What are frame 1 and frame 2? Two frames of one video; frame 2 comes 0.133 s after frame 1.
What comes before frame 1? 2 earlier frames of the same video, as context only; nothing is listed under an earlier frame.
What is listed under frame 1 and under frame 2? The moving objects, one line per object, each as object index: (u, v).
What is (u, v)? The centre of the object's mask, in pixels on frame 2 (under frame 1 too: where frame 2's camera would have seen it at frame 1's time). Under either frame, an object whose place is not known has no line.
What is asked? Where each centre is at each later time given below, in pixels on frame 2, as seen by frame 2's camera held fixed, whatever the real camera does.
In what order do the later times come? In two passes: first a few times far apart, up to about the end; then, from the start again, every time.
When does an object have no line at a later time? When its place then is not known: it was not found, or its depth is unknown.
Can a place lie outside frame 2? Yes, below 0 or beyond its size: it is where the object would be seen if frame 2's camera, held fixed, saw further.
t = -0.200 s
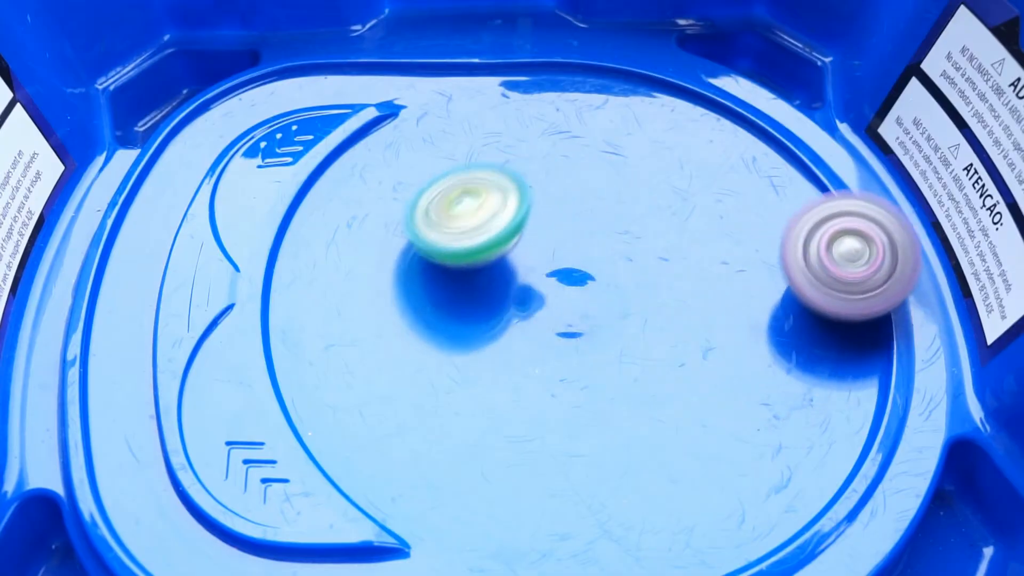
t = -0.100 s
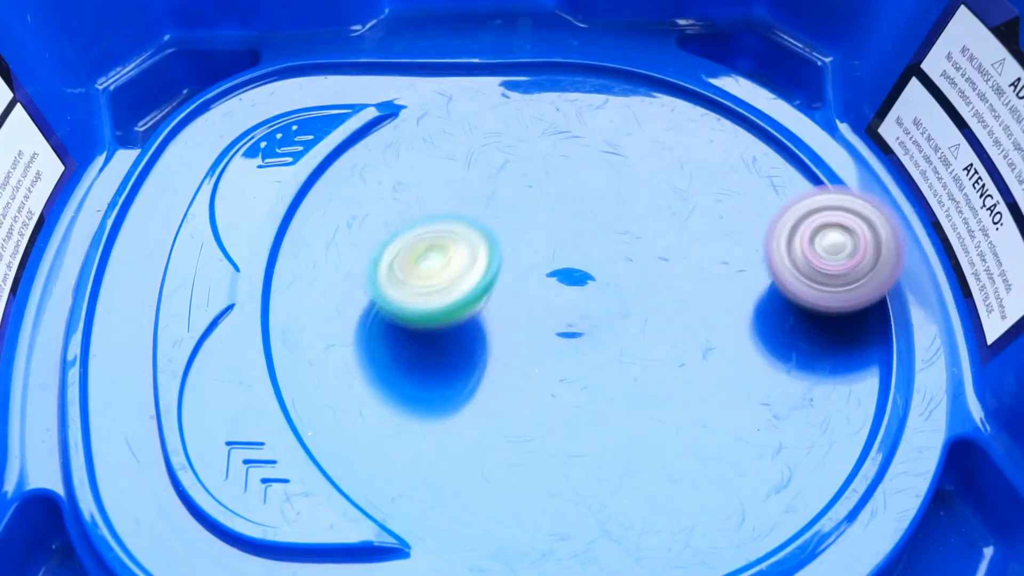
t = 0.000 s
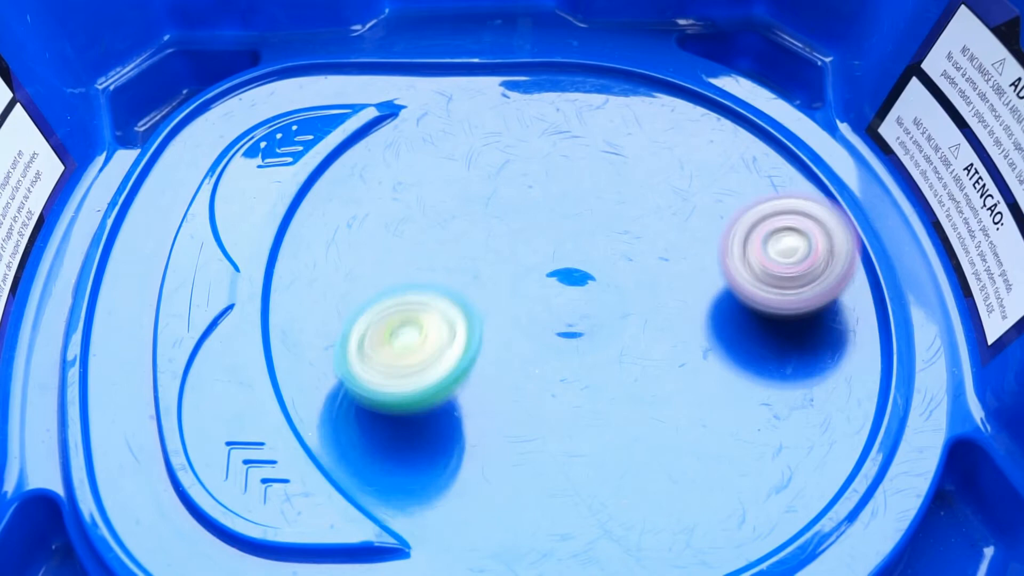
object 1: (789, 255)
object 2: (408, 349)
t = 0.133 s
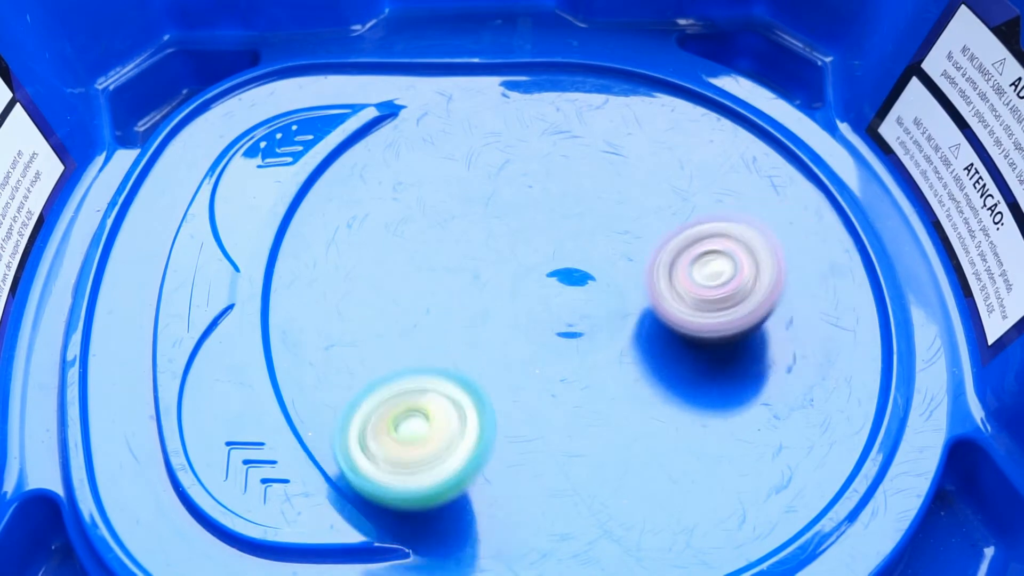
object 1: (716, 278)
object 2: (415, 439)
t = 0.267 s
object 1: (658, 320)
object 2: (452, 447)
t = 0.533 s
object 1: (665, 430)
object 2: (483, 345)
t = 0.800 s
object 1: (636, 483)
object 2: (476, 270)
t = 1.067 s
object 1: (562, 442)
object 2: (488, 232)
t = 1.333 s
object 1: (473, 373)
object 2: (544, 207)
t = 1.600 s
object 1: (419, 290)
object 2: (605, 198)
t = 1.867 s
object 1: (419, 217)
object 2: (648, 225)
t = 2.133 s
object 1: (470, 171)
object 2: (668, 269)
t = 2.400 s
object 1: (554, 155)
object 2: (655, 314)
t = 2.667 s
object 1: (639, 155)
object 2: (604, 336)
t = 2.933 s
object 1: (703, 185)
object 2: (543, 323)
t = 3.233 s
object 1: (735, 254)
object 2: (505, 277)
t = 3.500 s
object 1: (720, 332)
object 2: (525, 235)
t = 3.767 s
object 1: (659, 391)
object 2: (569, 217)
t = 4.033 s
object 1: (570, 401)
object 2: (614, 230)
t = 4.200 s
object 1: (514, 383)
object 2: (630, 246)
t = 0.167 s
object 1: (699, 287)
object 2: (423, 448)
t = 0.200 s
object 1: (682, 296)
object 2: (432, 451)
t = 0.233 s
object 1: (669, 308)
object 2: (441, 451)
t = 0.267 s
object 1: (658, 320)
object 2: (452, 447)
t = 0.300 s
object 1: (649, 333)
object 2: (465, 440)
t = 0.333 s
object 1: (644, 349)
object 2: (475, 431)
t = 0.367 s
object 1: (640, 364)
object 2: (488, 420)
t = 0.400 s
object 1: (643, 377)
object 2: (494, 405)
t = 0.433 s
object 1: (655, 391)
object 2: (487, 390)
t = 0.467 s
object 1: (662, 404)
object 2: (485, 374)
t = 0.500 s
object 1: (665, 417)
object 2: (484, 359)
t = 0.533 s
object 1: (665, 430)
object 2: (483, 345)
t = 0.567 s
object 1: (664, 442)
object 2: (483, 333)
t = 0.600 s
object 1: (662, 453)
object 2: (484, 321)
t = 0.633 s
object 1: (660, 461)
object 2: (483, 310)
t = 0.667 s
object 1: (656, 468)
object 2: (483, 301)
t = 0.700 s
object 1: (652, 474)
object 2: (480, 292)
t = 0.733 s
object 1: (647, 478)
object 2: (479, 284)
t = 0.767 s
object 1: (642, 482)
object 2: (477, 277)
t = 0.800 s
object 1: (636, 483)
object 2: (476, 270)
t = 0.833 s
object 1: (629, 483)
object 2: (474, 264)
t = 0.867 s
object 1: (621, 480)
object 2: (473, 258)
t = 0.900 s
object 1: (613, 476)
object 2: (472, 252)
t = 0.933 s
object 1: (604, 470)
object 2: (474, 248)
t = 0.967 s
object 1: (594, 462)
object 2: (476, 242)
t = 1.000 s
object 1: (584, 456)
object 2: (479, 239)
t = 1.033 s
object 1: (573, 448)
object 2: (483, 235)
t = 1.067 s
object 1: (562, 442)
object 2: (488, 232)
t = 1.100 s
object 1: (551, 435)
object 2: (494, 229)
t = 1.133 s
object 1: (539, 427)
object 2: (501, 227)
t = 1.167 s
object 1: (528, 419)
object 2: (508, 224)
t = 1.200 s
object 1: (516, 410)
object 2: (515, 221)
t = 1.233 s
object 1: (505, 401)
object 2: (523, 218)
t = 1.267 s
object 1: (494, 392)
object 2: (529, 214)
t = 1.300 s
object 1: (484, 383)
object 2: (537, 211)
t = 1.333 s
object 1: (473, 373)
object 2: (544, 207)
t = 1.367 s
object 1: (462, 362)
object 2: (553, 204)
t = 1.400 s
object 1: (453, 352)
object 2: (560, 201)
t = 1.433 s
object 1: (446, 342)
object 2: (569, 199)
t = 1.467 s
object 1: (438, 331)
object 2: (576, 197)
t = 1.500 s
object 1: (432, 319)
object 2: (584, 196)
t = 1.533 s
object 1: (426, 309)
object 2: (591, 196)
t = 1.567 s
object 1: (423, 300)
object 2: (598, 197)
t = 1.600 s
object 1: (419, 290)
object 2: (605, 198)
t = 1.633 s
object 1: (417, 279)
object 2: (611, 200)
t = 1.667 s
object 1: (414, 269)
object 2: (617, 202)
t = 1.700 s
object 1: (414, 260)
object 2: (623, 205)
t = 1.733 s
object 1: (413, 251)
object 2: (628, 208)
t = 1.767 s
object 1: (413, 241)
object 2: (634, 212)
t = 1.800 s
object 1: (414, 233)
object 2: (638, 216)
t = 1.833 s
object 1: (417, 225)
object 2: (644, 220)
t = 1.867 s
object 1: (419, 217)
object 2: (648, 225)
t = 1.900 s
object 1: (423, 210)
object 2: (652, 229)
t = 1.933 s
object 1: (426, 203)
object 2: (656, 235)
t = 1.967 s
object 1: (433, 197)
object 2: (659, 240)
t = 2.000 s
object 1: (438, 190)
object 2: (661, 245)
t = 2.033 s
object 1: (445, 185)
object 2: (663, 251)
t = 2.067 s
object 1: (453, 181)
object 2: (665, 257)
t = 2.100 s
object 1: (462, 176)
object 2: (666, 263)
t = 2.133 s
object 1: (470, 171)
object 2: (668, 269)
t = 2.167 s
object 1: (477, 168)
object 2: (668, 274)
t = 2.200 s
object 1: (488, 165)
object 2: (669, 280)
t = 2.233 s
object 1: (498, 162)
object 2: (668, 287)
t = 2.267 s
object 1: (509, 160)
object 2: (667, 292)
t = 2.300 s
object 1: (521, 159)
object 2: (666, 298)
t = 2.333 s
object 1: (532, 157)
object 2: (662, 304)
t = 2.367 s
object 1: (543, 155)
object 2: (659, 309)
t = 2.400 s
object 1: (554, 155)
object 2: (655, 314)
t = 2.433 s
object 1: (566, 153)
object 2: (650, 319)
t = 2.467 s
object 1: (576, 153)
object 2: (645, 323)
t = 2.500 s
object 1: (587, 153)
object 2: (639, 326)
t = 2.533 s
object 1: (598, 153)
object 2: (632, 330)
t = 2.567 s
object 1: (608, 153)
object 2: (625, 332)
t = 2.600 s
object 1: (619, 154)
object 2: (619, 334)
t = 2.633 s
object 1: (630, 155)
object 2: (611, 336)
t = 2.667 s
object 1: (639, 155)
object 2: (604, 336)
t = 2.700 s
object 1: (649, 158)
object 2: (596, 337)
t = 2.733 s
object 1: (658, 161)
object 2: (589, 337)
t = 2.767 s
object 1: (666, 162)
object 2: (580, 336)
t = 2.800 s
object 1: (674, 166)
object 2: (573, 335)
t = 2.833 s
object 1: (682, 170)
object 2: (566, 332)
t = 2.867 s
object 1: (689, 173)
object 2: (558, 329)
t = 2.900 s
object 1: (696, 178)
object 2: (551, 326)
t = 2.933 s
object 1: (703, 185)
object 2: (543, 323)
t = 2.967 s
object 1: (708, 191)
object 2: (536, 319)
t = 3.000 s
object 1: (713, 198)
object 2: (528, 314)
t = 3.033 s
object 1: (718, 205)
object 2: (522, 309)
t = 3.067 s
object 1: (722, 212)
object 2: (518, 304)
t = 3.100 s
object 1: (726, 221)
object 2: (513, 299)
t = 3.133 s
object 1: (730, 228)
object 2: (509, 293)
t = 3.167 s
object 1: (732, 236)
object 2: (507, 288)
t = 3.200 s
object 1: (734, 247)
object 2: (506, 283)
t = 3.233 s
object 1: (735, 254)
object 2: (505, 277)
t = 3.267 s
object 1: (735, 264)
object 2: (505, 271)
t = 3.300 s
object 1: (735, 274)
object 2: (506, 264)
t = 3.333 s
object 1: (734, 282)
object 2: (508, 259)
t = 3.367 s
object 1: (732, 294)
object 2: (510, 253)
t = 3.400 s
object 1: (731, 302)
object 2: (513, 247)
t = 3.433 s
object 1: (727, 313)
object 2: (517, 242)
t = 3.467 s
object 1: (723, 324)
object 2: (521, 238)
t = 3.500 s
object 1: (720, 332)
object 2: (525, 235)
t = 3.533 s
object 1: (714, 342)
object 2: (529, 231)
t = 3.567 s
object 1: (709, 350)
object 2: (534, 227)
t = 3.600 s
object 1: (702, 359)
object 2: (540, 225)
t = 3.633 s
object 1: (694, 367)
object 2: (545, 223)
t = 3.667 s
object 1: (687, 373)
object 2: (550, 221)
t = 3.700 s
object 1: (678, 381)
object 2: (556, 219)
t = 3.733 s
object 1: (669, 386)
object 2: (563, 218)
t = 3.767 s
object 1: (659, 391)
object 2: (569, 217)
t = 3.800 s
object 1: (648, 396)
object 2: (576, 217)
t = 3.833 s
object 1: (639, 398)
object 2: (581, 218)
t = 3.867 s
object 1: (627, 401)
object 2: (588, 218)
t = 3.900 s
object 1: (616, 403)
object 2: (594, 219)
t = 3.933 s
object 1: (605, 403)
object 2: (600, 221)
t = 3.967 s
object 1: (593, 404)
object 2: (605, 224)
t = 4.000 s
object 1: (581, 403)
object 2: (609, 227)
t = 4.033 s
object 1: (570, 401)
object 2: (614, 230)
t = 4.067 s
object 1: (558, 399)
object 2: (618, 232)
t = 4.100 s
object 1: (547, 396)
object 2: (622, 236)
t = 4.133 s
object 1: (536, 392)
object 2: (625, 240)
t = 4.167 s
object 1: (524, 388)
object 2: (627, 243)
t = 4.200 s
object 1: (514, 383)
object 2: (630, 246)
